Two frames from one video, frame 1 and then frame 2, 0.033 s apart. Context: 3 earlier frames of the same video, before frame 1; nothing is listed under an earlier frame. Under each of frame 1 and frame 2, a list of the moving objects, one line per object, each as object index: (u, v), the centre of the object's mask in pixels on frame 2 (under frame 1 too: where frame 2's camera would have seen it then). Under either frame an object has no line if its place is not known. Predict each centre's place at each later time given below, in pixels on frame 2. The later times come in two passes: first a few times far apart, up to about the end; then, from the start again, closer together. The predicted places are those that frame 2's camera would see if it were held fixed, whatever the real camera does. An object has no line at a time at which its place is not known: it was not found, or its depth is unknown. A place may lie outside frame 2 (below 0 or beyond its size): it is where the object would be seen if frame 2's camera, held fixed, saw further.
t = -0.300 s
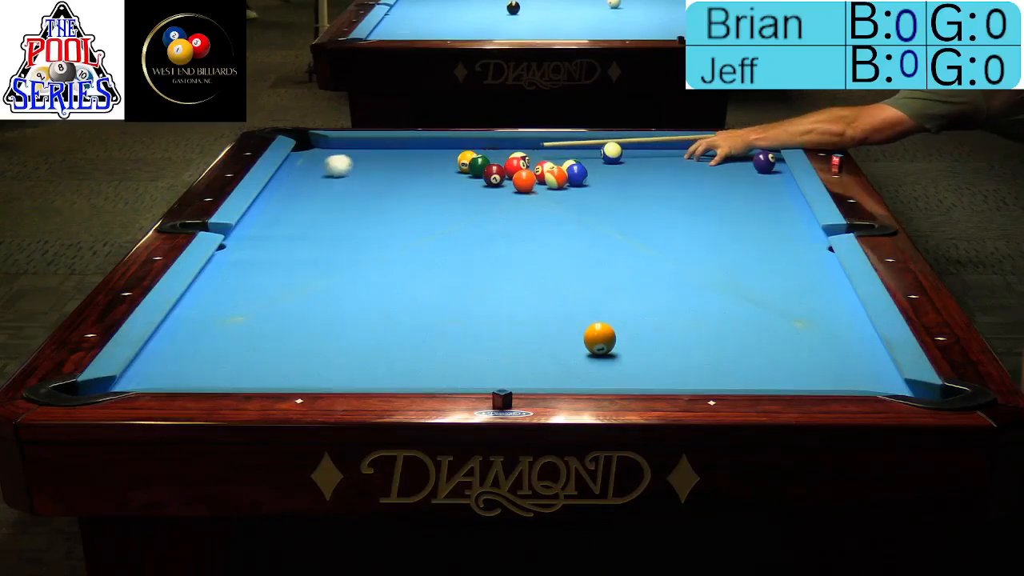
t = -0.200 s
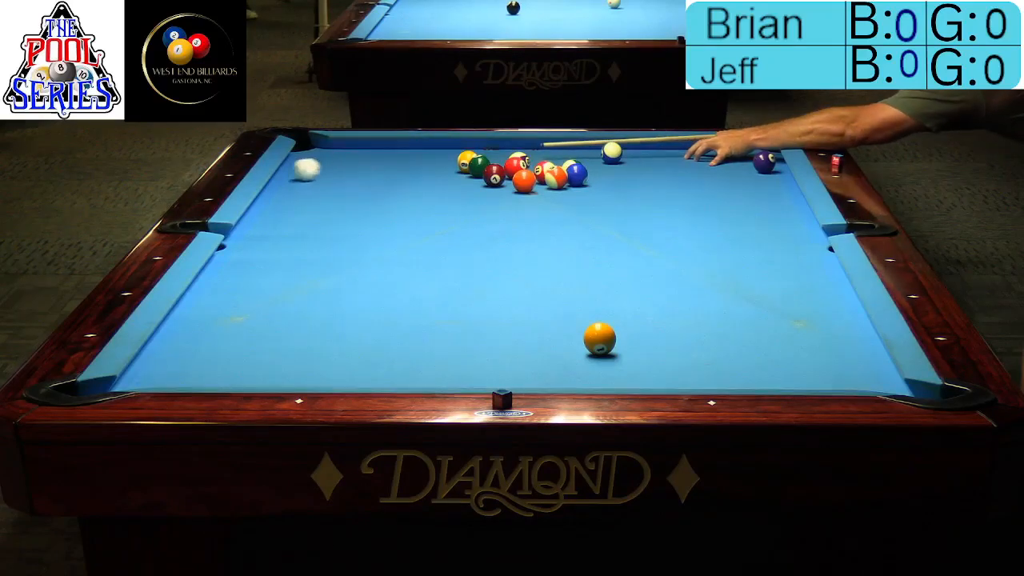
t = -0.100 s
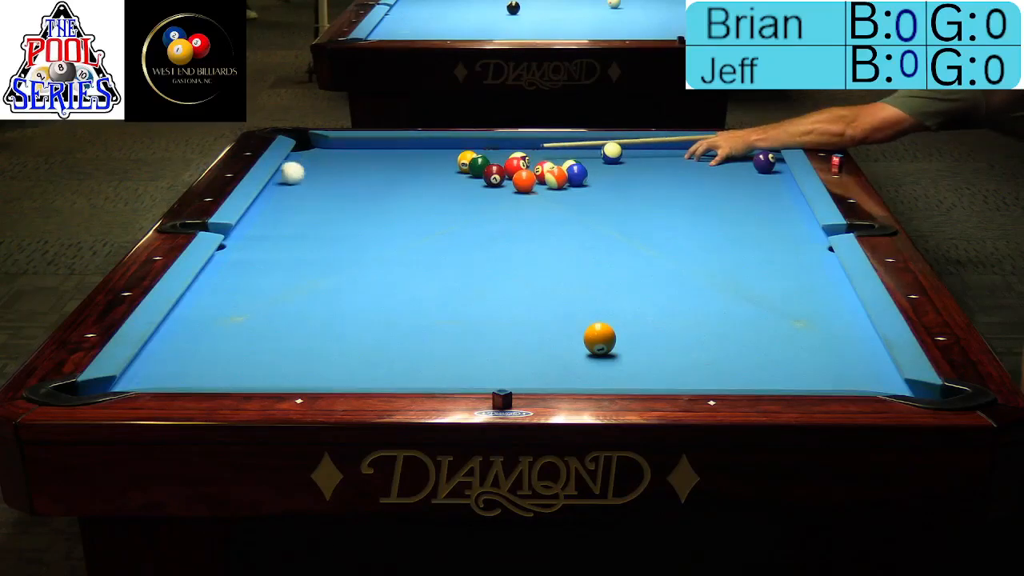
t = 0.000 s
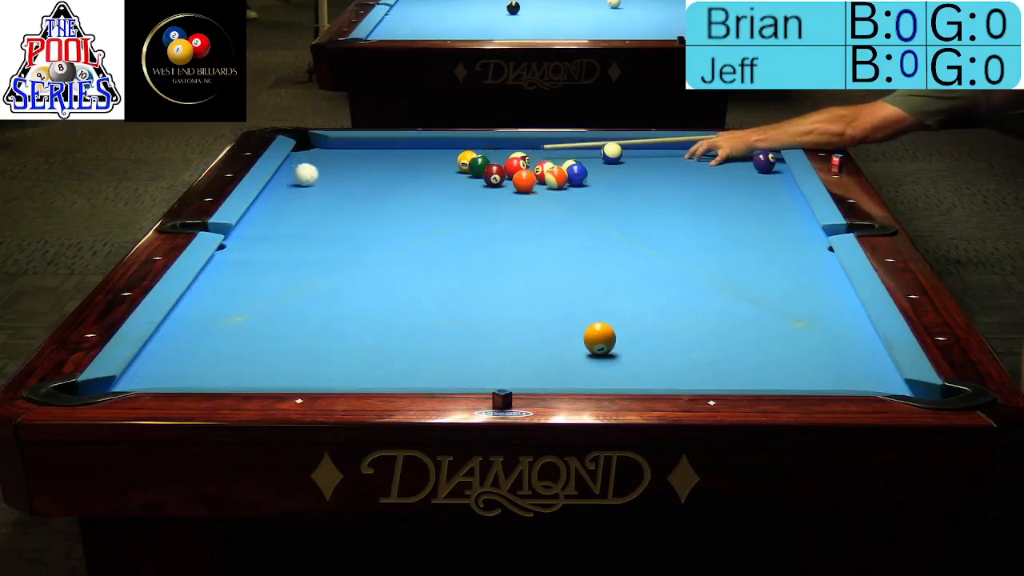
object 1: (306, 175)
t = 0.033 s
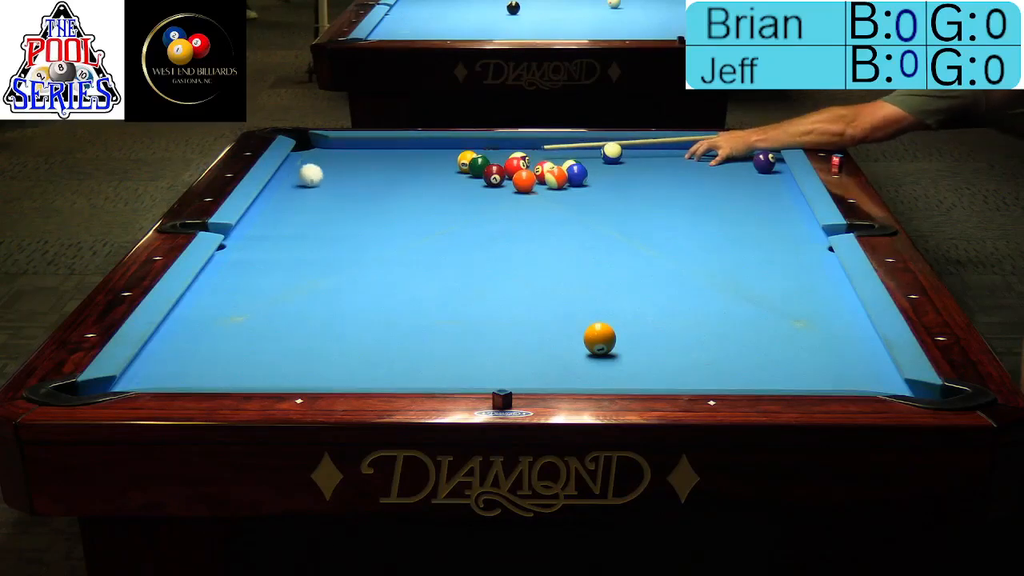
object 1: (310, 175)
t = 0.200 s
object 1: (333, 178)
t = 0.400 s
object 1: (360, 181)
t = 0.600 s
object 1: (387, 185)
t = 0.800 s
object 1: (412, 188)
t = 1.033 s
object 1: (440, 191)
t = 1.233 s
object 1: (464, 193)
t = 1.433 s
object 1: (486, 196)
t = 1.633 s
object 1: (508, 198)
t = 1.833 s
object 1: (528, 201)
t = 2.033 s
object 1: (548, 203)
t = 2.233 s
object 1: (567, 206)
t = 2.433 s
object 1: (584, 207)
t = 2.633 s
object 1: (600, 210)
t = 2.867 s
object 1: (617, 212)
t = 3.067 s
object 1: (631, 214)
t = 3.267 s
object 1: (643, 215)
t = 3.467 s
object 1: (654, 217)
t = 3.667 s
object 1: (664, 217)
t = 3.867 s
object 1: (673, 219)
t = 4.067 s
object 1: (679, 219)
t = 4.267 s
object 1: (685, 220)
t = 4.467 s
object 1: (690, 221)
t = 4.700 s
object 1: (693, 221)
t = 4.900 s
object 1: (694, 222)
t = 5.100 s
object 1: (694, 221)
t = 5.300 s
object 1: (694, 221)
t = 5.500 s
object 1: (694, 221)
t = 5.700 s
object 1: (694, 221)
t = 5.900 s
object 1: (694, 222)
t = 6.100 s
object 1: (694, 222)
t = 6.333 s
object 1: (694, 222)
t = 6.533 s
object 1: (694, 222)
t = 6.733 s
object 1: (694, 221)
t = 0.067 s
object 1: (315, 176)
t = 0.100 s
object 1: (319, 176)
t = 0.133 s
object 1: (324, 177)
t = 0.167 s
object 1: (328, 177)
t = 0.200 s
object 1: (333, 178)
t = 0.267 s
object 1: (343, 179)
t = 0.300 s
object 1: (347, 180)
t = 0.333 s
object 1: (352, 180)
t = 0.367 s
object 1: (356, 181)
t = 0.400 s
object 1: (360, 181)
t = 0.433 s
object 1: (365, 182)
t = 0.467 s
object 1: (369, 182)
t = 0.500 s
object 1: (373, 183)
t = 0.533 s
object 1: (378, 184)
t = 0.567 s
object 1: (382, 184)
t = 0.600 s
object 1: (387, 185)
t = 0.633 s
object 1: (391, 185)
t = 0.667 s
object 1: (395, 185)
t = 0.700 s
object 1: (400, 186)
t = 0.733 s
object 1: (404, 187)
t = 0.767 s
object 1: (408, 187)
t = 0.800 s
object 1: (412, 188)
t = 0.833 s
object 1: (416, 188)
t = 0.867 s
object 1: (420, 188)
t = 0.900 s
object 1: (424, 189)
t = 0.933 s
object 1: (428, 190)
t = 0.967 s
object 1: (432, 190)
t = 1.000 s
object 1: (436, 190)
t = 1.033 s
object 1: (440, 191)
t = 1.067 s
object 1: (445, 190)
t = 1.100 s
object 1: (448, 191)
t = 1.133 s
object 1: (452, 192)
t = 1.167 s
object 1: (456, 192)
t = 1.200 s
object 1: (459, 193)
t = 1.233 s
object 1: (464, 193)
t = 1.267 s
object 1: (467, 194)
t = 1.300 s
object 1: (471, 194)
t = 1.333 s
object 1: (475, 194)
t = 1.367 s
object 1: (478, 195)
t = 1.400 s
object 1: (483, 195)
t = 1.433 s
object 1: (486, 196)
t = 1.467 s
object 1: (489, 196)
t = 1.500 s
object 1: (494, 196)
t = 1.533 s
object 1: (497, 197)
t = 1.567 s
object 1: (500, 197)
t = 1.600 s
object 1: (504, 198)
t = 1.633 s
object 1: (508, 198)
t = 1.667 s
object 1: (511, 199)
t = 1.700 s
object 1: (515, 199)
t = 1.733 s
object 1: (518, 200)
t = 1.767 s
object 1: (522, 200)
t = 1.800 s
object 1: (525, 200)
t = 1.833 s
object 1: (528, 201)
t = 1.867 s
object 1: (532, 202)
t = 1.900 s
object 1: (535, 202)
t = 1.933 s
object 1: (539, 202)
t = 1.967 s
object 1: (542, 202)
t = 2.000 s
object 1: (545, 203)
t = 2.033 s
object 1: (548, 203)
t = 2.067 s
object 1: (551, 204)
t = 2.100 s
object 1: (555, 204)
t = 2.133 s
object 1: (558, 204)
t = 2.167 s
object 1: (561, 205)
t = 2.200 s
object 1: (563, 205)
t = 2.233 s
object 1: (567, 206)
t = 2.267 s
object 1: (570, 206)
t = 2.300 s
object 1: (572, 206)
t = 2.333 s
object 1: (576, 207)
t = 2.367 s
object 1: (578, 207)
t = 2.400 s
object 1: (581, 207)
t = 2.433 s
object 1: (584, 207)
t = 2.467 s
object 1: (587, 208)
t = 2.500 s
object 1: (589, 208)
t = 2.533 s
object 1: (592, 209)
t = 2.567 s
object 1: (595, 209)
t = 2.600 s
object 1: (597, 209)
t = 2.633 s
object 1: (600, 210)
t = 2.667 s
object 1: (603, 210)
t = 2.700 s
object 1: (605, 210)
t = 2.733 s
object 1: (607, 211)
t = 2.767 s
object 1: (610, 211)
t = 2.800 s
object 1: (611, 211)
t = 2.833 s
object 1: (615, 211)
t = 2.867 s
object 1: (617, 212)
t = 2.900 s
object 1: (619, 212)
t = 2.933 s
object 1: (622, 212)
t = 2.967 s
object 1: (624, 213)
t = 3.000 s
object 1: (626, 213)
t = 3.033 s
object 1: (628, 213)
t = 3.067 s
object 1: (631, 214)
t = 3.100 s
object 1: (632, 214)
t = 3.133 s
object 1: (635, 214)
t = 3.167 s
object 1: (637, 215)
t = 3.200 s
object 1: (639, 215)
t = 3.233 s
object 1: (641, 215)
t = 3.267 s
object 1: (643, 215)
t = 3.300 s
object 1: (645, 215)
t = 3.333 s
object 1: (647, 216)
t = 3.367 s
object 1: (649, 216)
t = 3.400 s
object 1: (651, 216)
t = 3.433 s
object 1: (652, 216)
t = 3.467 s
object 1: (654, 217)
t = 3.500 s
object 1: (656, 217)
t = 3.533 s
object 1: (658, 217)
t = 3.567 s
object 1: (659, 217)
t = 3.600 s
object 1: (661, 217)
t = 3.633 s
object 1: (663, 217)
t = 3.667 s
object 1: (664, 217)
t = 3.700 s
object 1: (666, 218)
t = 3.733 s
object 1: (667, 218)
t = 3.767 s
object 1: (669, 218)
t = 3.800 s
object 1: (670, 218)
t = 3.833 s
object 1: (671, 218)
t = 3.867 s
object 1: (673, 219)
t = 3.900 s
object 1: (674, 219)
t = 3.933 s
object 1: (675, 219)
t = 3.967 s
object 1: (676, 219)
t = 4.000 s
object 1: (677, 219)
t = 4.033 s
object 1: (678, 219)
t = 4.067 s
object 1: (679, 219)
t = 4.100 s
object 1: (680, 220)
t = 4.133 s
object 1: (681, 220)
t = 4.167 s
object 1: (682, 220)
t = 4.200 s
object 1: (683, 220)
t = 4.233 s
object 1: (684, 220)
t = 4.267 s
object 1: (685, 220)
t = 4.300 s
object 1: (686, 221)
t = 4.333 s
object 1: (687, 220)
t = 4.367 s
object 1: (687, 220)
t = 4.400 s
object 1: (688, 221)
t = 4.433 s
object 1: (689, 221)
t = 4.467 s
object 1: (690, 221)
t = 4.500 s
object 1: (690, 221)
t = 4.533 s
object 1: (690, 221)
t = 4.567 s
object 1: (691, 221)
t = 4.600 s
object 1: (692, 221)
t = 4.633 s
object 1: (692, 221)
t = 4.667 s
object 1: (692, 221)
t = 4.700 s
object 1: (693, 221)
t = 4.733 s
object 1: (693, 221)
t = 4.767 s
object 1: (693, 221)
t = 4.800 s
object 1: (693, 222)
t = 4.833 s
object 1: (693, 222)
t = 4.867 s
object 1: (694, 222)
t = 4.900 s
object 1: (694, 222)
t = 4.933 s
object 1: (694, 222)
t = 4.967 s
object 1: (694, 222)
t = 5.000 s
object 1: (694, 222)
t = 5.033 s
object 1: (694, 221)
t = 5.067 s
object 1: (694, 221)
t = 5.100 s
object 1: (694, 221)
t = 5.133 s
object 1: (694, 221)
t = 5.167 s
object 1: (694, 222)
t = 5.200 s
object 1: (694, 222)
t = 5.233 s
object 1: (694, 221)
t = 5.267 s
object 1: (694, 221)
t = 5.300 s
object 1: (694, 221)
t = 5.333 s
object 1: (694, 221)
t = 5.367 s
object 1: (694, 221)
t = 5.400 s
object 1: (694, 221)
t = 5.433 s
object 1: (694, 221)
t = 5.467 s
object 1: (694, 221)
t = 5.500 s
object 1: (694, 221)
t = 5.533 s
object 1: (694, 222)
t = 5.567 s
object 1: (694, 222)
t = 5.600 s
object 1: (694, 222)
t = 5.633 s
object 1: (694, 222)
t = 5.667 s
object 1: (694, 222)
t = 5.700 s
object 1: (694, 221)
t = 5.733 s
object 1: (694, 221)
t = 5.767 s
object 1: (694, 221)
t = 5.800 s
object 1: (694, 222)
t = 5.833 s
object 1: (694, 222)
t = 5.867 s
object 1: (694, 222)
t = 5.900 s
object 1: (694, 222)
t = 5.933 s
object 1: (694, 222)
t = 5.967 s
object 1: (694, 222)
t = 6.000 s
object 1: (694, 222)
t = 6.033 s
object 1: (694, 222)
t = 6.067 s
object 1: (694, 222)
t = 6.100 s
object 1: (694, 222)
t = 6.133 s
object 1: (694, 222)
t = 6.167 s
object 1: (694, 222)
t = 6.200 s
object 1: (694, 222)
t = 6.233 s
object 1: (694, 222)
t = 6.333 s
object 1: (694, 222)
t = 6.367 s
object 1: (694, 222)
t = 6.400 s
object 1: (694, 222)
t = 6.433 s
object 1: (694, 222)
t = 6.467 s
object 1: (694, 222)
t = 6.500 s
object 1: (694, 222)
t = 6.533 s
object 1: (694, 222)
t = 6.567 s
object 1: (694, 221)
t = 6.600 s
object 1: (694, 221)
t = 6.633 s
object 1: (694, 221)
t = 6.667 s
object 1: (694, 221)
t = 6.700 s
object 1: (694, 221)
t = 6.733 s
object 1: (694, 221)
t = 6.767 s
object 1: (694, 221)
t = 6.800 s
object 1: (694, 221)
